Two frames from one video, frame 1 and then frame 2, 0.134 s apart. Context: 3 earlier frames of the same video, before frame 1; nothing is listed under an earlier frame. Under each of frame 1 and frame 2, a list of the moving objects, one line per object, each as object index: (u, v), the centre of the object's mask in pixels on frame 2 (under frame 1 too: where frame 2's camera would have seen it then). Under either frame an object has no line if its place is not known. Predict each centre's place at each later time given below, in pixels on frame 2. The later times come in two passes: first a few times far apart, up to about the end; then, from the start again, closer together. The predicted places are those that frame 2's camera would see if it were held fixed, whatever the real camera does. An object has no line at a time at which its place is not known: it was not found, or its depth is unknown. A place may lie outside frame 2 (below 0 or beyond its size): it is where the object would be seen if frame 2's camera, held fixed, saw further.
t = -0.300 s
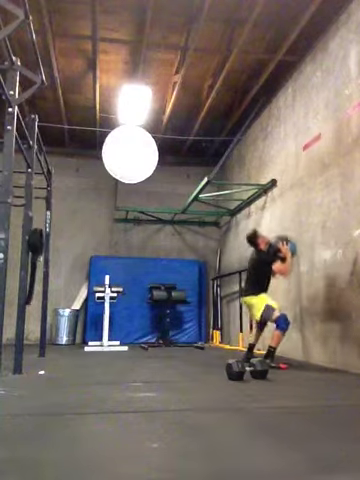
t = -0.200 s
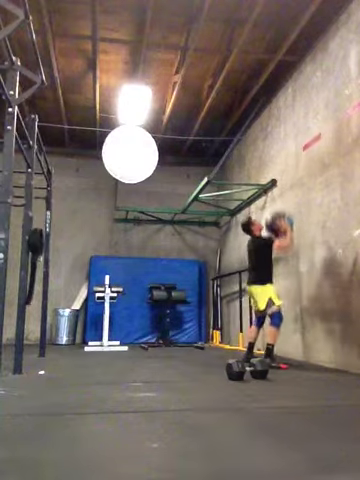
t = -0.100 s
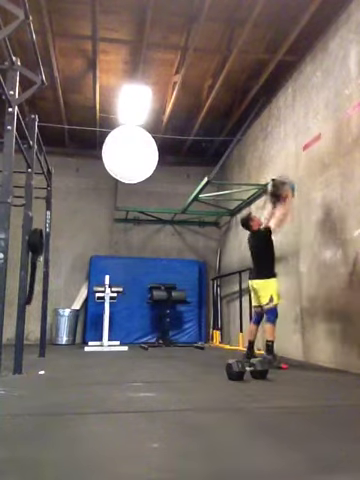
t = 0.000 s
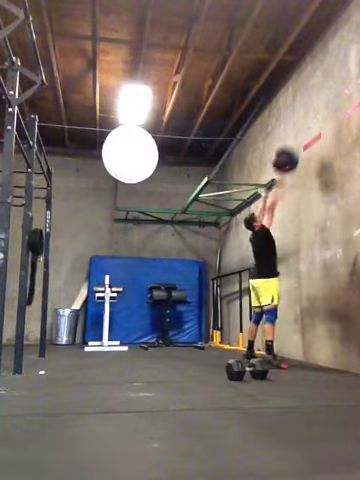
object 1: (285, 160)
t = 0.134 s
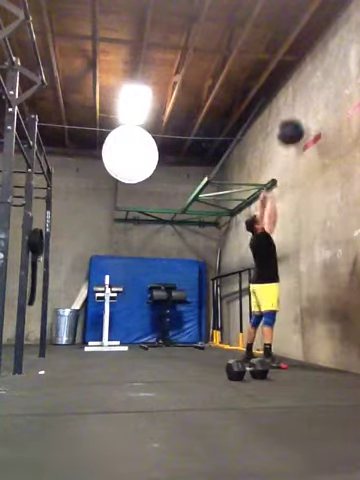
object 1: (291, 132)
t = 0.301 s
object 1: (298, 115)
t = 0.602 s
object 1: (297, 129)
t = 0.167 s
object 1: (292, 126)
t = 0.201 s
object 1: (293, 122)
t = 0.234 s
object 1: (294, 119)
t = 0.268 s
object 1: (297, 116)
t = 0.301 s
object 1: (298, 115)
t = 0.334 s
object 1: (299, 114)
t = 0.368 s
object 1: (299, 113)
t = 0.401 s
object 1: (299, 113)
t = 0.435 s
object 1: (300, 114)
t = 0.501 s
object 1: (299, 118)
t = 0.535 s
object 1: (298, 121)
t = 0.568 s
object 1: (298, 125)
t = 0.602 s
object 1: (297, 129)
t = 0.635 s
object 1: (296, 135)
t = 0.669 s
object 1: (295, 141)
